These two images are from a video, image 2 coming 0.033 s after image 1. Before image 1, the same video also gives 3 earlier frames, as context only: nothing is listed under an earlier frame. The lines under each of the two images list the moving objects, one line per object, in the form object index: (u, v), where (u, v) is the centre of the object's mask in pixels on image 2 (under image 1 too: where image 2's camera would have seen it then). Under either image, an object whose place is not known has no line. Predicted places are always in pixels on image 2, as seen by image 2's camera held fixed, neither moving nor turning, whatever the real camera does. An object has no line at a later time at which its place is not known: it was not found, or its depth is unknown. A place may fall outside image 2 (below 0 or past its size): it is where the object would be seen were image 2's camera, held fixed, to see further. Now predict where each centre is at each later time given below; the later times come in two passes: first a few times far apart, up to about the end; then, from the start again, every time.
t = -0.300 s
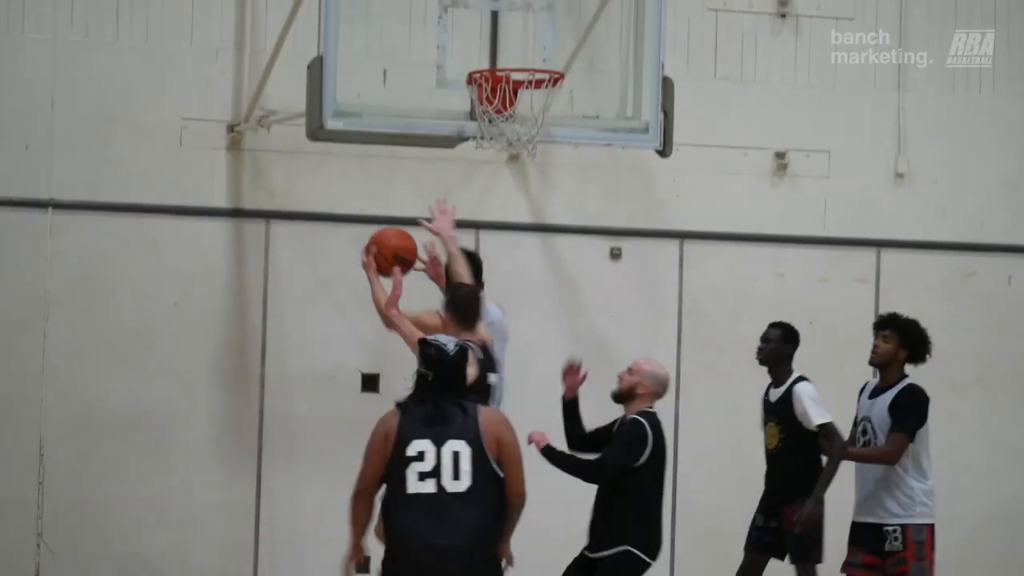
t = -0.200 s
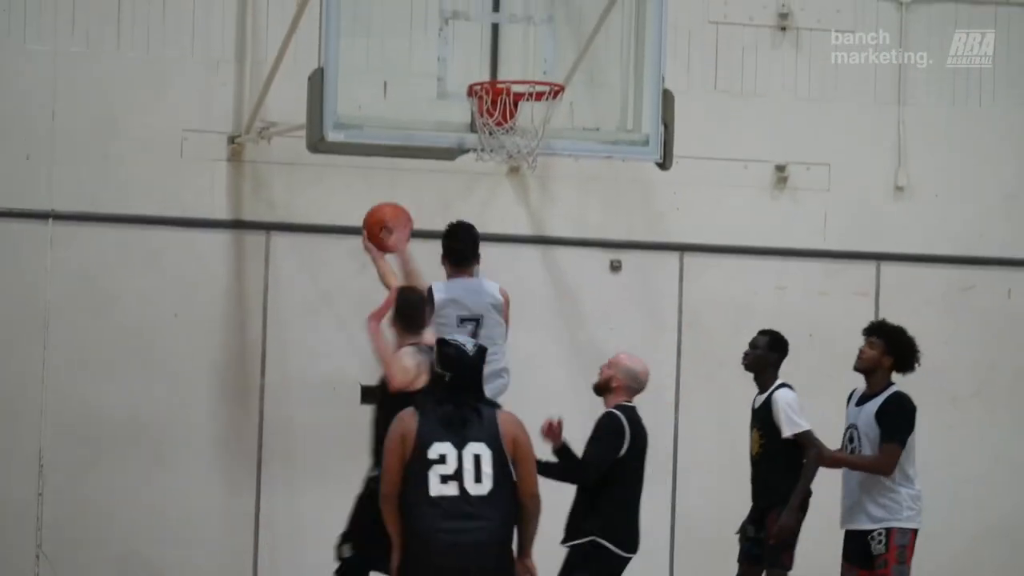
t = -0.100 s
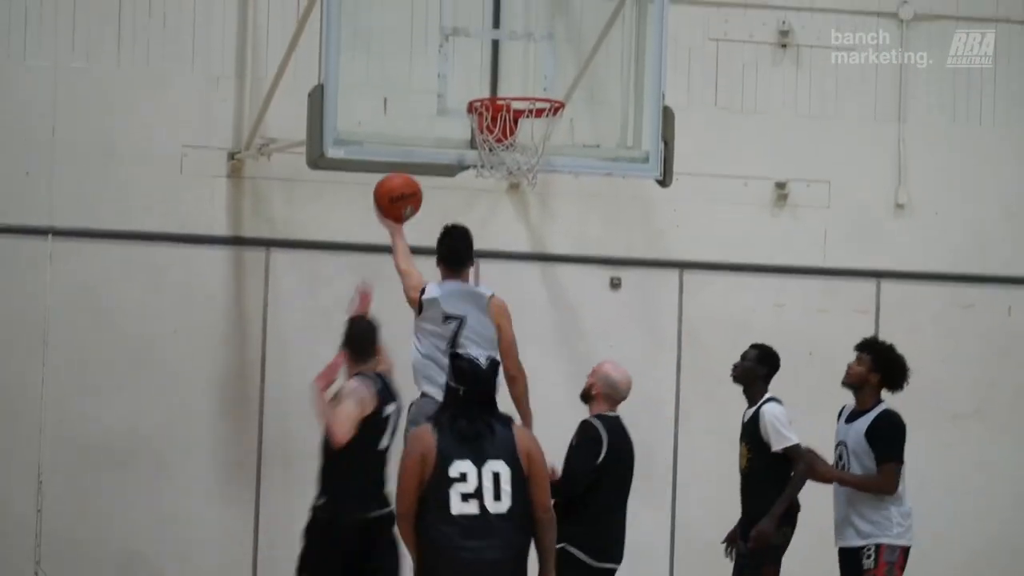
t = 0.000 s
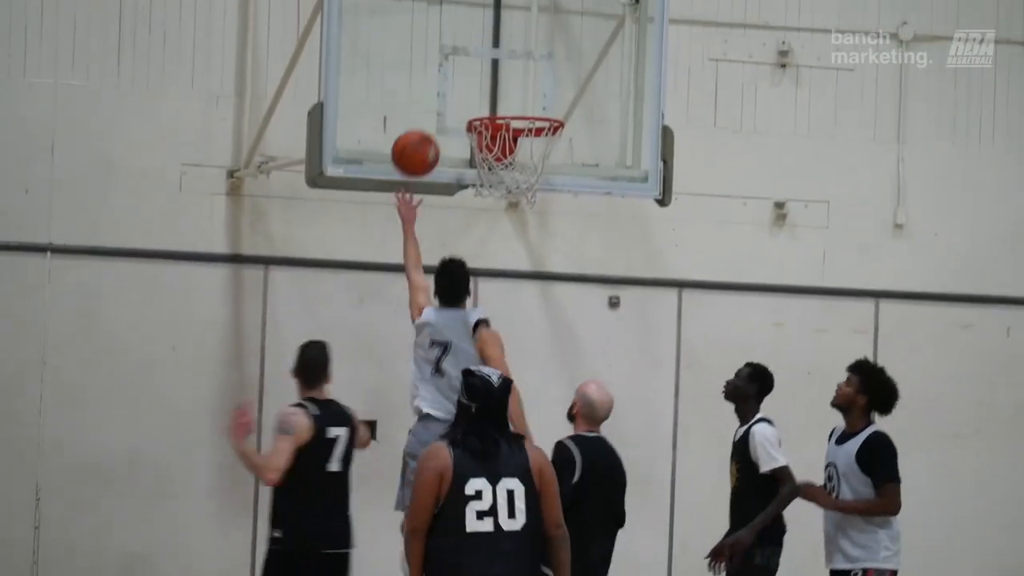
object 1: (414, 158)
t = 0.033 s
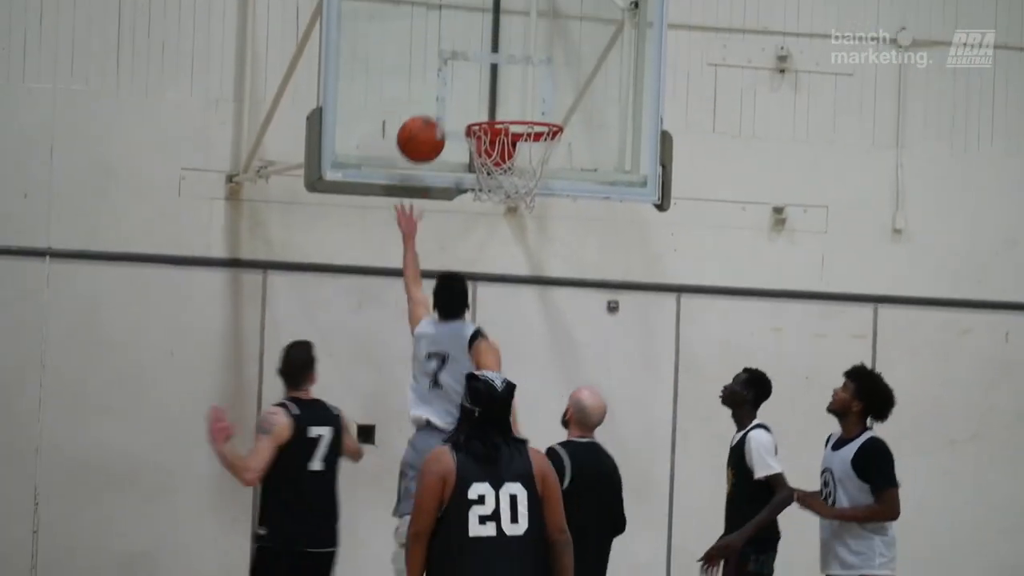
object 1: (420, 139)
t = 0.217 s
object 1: (455, 78)
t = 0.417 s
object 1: (507, 72)
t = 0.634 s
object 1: (530, 100)
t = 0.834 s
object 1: (515, 148)
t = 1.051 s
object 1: (506, 206)
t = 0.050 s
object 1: (424, 131)
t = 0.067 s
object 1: (427, 123)
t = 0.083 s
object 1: (430, 116)
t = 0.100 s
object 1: (433, 110)
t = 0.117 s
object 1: (437, 104)
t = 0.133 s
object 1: (440, 98)
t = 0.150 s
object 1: (443, 93)
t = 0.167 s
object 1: (446, 89)
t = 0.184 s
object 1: (449, 85)
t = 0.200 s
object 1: (452, 82)
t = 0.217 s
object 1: (455, 78)
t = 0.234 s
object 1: (460, 75)
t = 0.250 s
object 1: (464, 72)
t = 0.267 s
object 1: (468, 69)
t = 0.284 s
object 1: (473, 68)
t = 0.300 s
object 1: (477, 66)
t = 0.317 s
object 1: (481, 65)
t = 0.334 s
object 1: (486, 65)
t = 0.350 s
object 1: (490, 65)
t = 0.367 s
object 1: (494, 66)
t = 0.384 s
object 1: (498, 67)
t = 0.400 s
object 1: (502, 69)
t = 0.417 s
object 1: (507, 72)
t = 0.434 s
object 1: (511, 75)
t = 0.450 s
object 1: (515, 78)
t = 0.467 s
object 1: (519, 82)
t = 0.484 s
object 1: (523, 87)
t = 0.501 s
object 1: (528, 92)
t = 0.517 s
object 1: (531, 97)
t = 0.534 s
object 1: (535, 102)
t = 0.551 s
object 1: (535, 102)
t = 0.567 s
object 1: (534, 101)
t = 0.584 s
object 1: (533, 99)
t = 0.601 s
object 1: (532, 100)
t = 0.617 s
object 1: (531, 99)
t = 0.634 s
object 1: (530, 100)
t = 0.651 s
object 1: (529, 101)
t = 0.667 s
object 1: (528, 102)
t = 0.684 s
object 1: (526, 104)
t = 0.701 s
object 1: (525, 106)
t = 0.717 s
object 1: (524, 107)
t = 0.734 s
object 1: (523, 109)
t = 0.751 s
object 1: (522, 116)
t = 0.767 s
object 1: (522, 122)
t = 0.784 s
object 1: (522, 129)
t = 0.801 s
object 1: (519, 137)
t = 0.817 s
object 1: (517, 144)
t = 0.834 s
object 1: (515, 148)
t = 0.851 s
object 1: (517, 155)
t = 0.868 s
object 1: (515, 163)
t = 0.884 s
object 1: (512, 169)
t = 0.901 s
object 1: (510, 172)
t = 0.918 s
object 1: (511, 176)
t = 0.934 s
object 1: (511, 178)
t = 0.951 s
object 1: (510, 182)
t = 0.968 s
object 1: (509, 184)
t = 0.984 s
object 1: (508, 187)
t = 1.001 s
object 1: (508, 191)
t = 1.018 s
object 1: (507, 194)
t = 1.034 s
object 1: (505, 199)
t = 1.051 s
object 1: (506, 206)
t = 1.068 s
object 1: (505, 212)
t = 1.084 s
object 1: (503, 220)
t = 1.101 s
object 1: (503, 225)
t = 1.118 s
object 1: (503, 231)
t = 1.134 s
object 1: (502, 239)
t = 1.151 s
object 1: (501, 248)
